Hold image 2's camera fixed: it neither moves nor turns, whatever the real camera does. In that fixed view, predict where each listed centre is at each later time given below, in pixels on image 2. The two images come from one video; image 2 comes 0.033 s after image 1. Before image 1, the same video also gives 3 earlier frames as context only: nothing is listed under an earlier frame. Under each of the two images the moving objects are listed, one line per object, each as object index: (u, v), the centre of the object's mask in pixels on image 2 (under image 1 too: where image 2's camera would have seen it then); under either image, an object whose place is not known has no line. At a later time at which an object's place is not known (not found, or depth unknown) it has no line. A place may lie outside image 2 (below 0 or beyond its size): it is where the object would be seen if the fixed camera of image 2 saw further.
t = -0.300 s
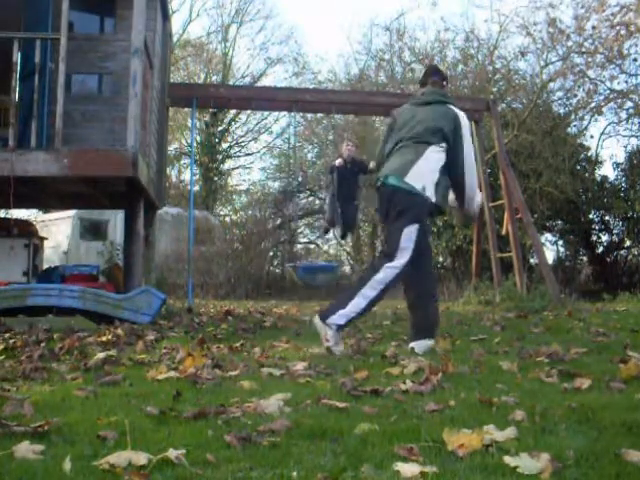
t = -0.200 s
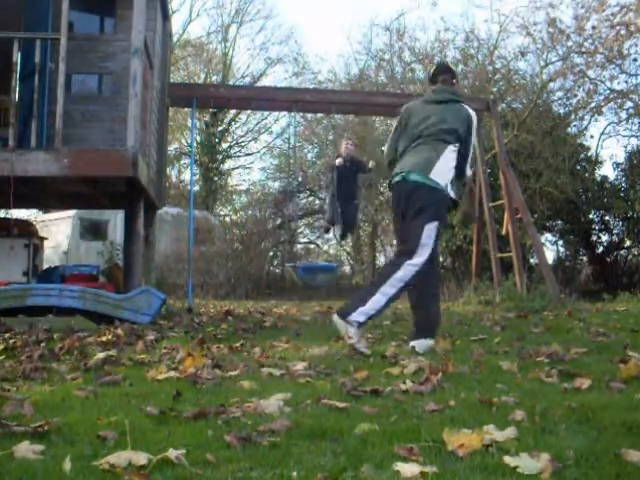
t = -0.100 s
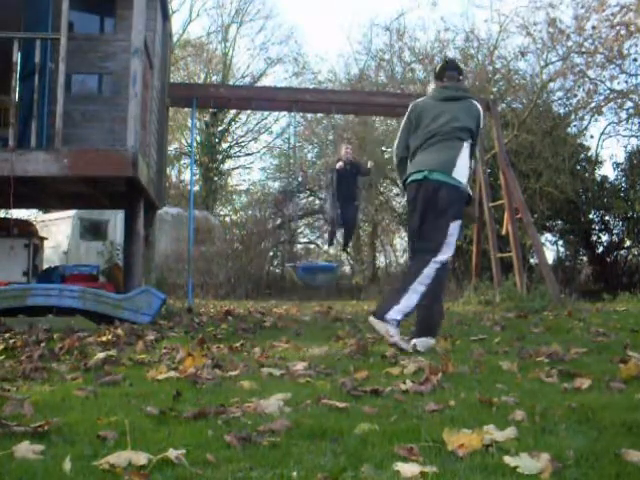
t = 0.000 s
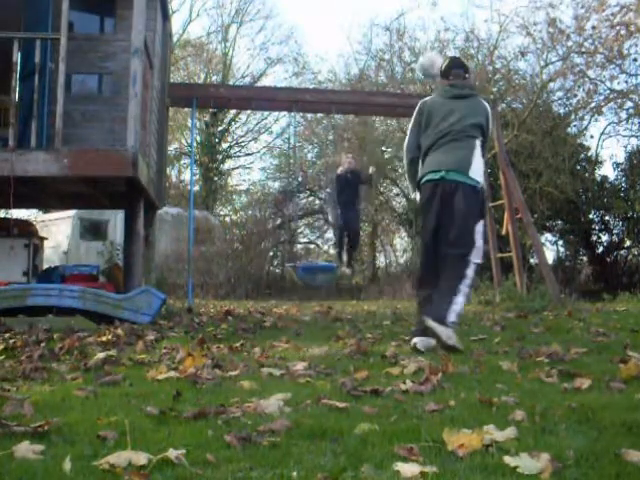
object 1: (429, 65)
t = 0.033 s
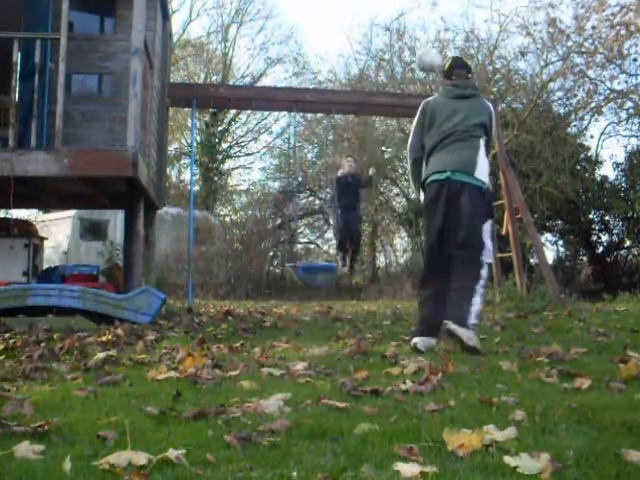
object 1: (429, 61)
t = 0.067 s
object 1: (424, 56)
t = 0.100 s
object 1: (422, 56)
